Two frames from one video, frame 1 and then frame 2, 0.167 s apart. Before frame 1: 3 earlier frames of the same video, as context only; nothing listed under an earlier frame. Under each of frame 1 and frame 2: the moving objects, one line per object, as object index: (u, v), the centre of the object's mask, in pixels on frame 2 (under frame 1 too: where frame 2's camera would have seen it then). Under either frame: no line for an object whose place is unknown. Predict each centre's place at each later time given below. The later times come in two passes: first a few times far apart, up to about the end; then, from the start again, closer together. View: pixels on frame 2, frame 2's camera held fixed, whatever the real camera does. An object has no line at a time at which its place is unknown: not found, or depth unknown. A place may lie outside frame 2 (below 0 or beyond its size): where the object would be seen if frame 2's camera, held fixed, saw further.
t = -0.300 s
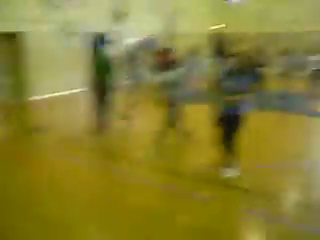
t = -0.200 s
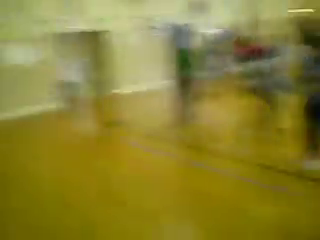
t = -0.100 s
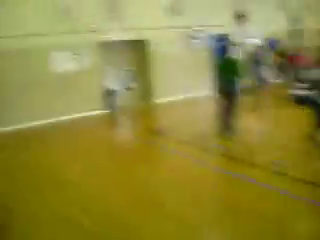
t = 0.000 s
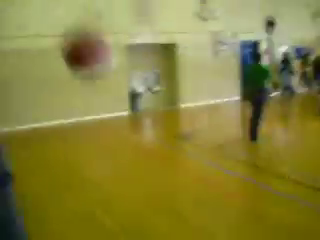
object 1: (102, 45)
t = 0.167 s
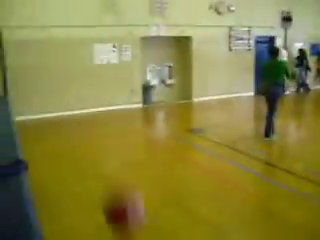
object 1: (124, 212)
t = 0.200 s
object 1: (128, 233)
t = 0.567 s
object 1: (121, 148)
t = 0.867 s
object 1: (105, 57)
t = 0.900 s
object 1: (105, 60)
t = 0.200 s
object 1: (128, 233)
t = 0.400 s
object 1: (136, 239)
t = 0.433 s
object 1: (129, 228)
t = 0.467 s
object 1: (128, 208)
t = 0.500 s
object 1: (126, 186)
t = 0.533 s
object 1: (123, 166)
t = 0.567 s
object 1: (121, 148)
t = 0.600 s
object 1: (119, 129)
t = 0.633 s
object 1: (117, 112)
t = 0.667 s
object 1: (117, 97)
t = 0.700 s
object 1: (116, 84)
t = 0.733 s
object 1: (116, 75)
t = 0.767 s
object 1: (113, 67)
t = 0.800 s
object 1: (107, 62)
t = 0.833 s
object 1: (106, 58)
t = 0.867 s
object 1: (105, 57)
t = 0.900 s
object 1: (105, 60)
